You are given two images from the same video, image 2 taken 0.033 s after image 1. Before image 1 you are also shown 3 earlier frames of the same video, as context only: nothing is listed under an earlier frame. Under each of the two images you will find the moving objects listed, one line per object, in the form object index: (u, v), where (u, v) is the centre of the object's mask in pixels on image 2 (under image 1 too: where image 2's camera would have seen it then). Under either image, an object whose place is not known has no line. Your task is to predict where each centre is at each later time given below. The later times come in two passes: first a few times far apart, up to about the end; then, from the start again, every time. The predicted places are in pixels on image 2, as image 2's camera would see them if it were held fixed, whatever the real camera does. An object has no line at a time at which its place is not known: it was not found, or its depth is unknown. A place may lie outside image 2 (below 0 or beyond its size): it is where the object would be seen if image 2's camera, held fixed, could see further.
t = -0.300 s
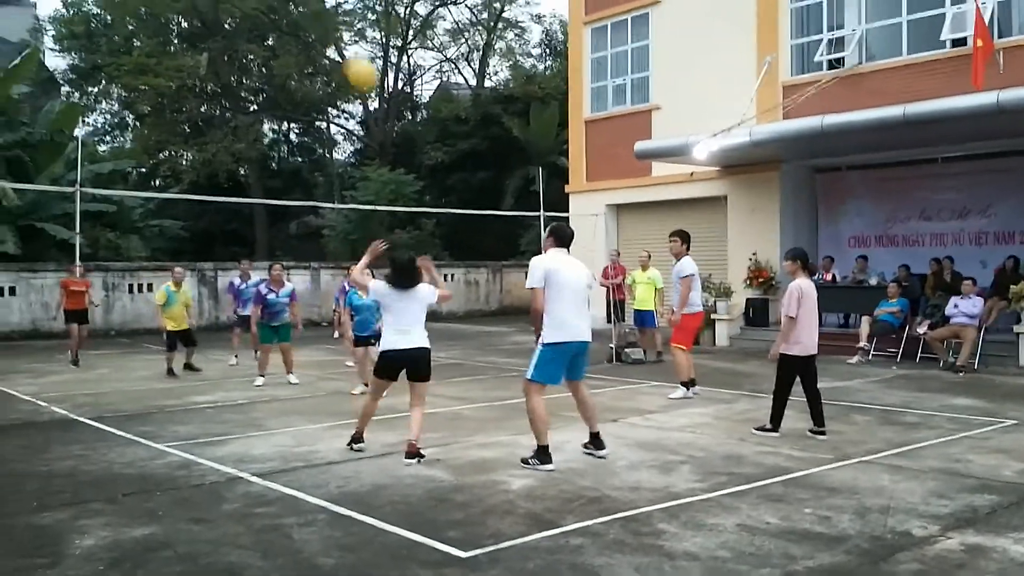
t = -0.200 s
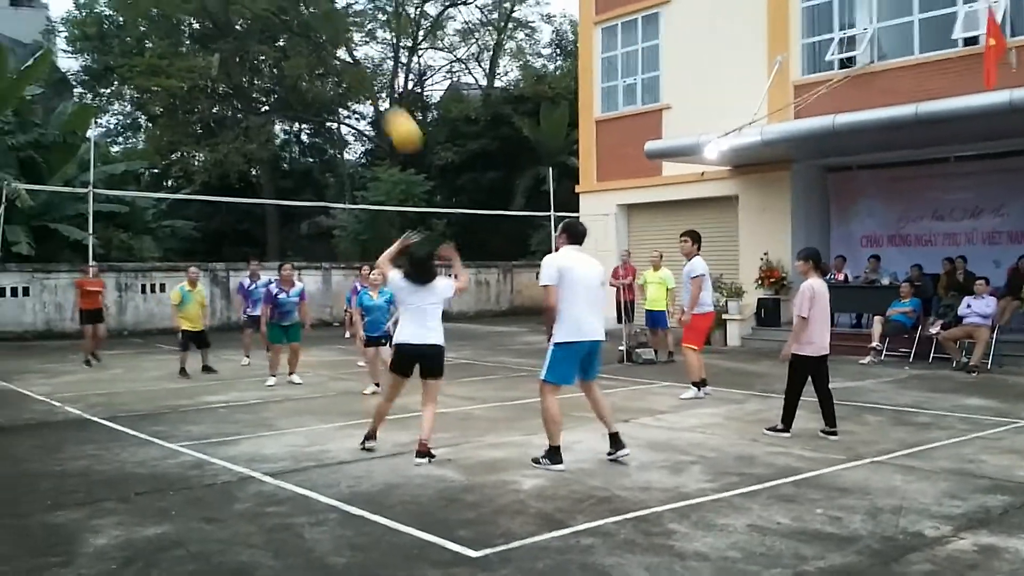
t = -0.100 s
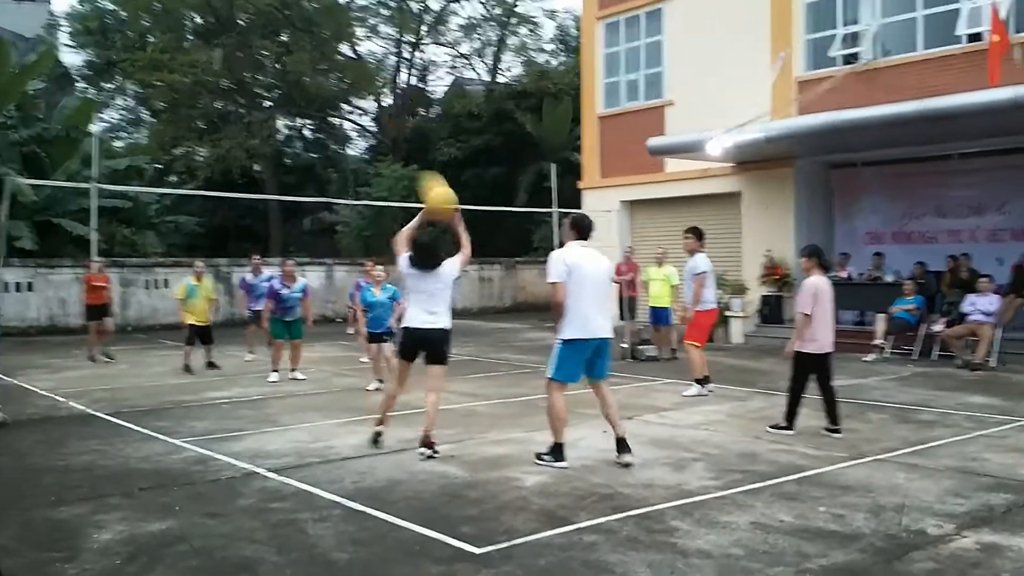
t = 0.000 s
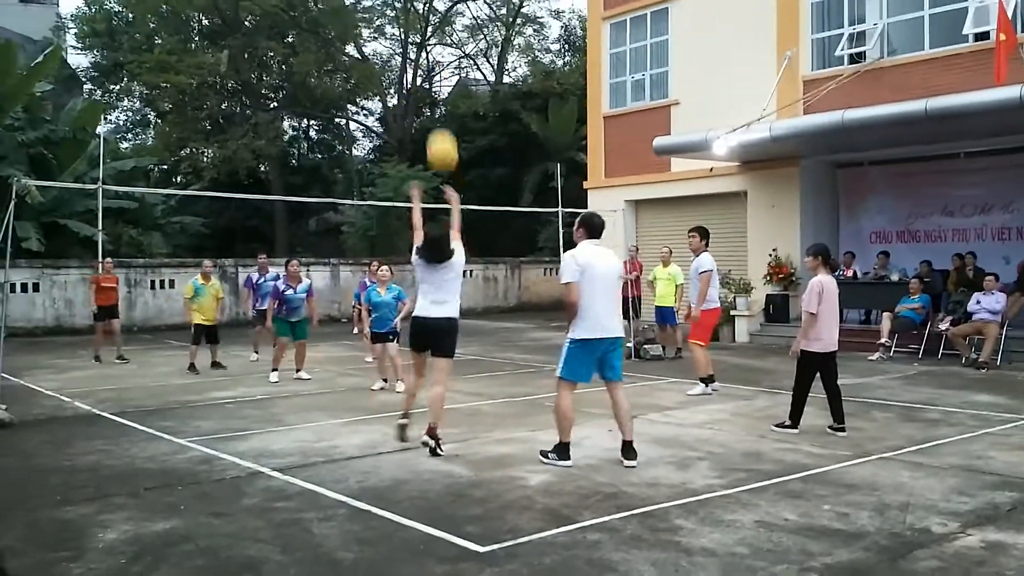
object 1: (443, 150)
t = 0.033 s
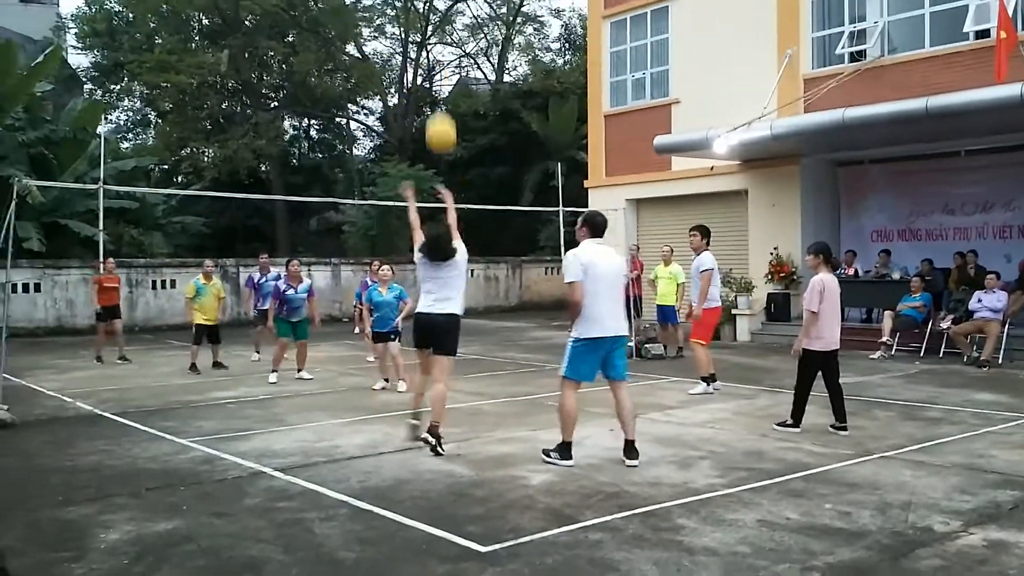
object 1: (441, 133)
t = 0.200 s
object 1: (430, 67)
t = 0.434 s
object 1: (418, 36)
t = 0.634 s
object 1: (411, 57)
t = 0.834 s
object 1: (405, 114)
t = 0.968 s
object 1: (401, 169)
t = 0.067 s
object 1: (439, 117)
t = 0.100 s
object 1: (437, 104)
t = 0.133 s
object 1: (435, 89)
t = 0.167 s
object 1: (432, 78)
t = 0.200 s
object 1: (430, 67)
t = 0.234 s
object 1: (429, 59)
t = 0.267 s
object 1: (427, 52)
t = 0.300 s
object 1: (425, 46)
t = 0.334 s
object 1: (423, 41)
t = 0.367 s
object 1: (422, 38)
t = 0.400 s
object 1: (420, 37)
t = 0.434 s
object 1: (418, 36)
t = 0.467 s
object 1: (417, 37)
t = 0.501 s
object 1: (416, 38)
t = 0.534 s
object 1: (415, 42)
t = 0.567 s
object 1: (413, 45)
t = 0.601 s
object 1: (412, 50)
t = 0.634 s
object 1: (411, 57)
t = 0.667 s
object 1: (410, 63)
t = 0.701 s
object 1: (409, 71)
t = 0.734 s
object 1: (408, 81)
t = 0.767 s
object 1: (407, 91)
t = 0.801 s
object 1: (406, 102)
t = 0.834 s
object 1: (405, 114)
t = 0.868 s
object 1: (404, 126)
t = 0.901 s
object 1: (403, 140)
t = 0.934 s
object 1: (402, 153)
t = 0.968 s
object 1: (401, 169)
